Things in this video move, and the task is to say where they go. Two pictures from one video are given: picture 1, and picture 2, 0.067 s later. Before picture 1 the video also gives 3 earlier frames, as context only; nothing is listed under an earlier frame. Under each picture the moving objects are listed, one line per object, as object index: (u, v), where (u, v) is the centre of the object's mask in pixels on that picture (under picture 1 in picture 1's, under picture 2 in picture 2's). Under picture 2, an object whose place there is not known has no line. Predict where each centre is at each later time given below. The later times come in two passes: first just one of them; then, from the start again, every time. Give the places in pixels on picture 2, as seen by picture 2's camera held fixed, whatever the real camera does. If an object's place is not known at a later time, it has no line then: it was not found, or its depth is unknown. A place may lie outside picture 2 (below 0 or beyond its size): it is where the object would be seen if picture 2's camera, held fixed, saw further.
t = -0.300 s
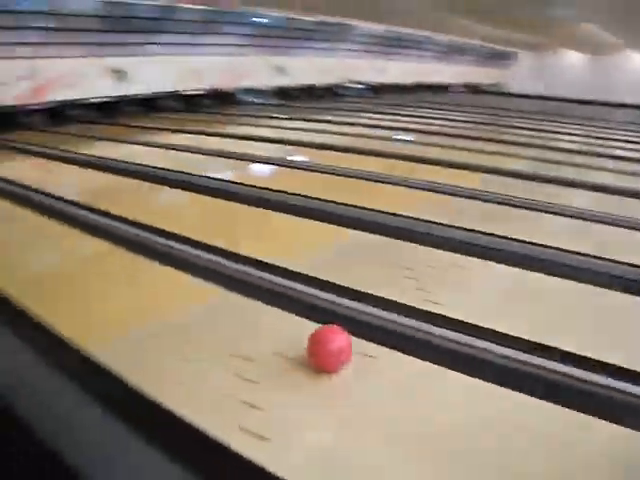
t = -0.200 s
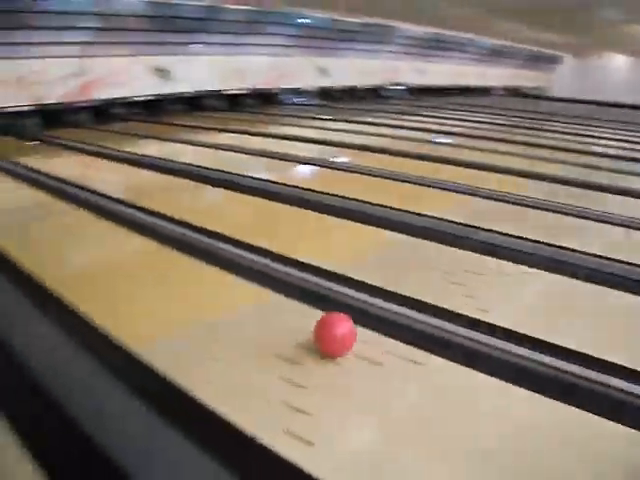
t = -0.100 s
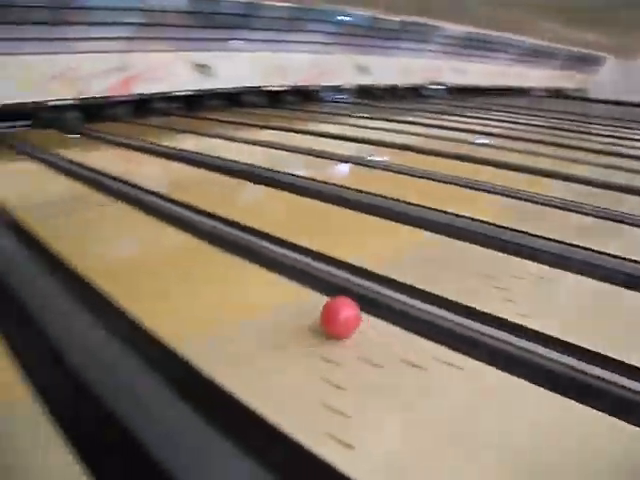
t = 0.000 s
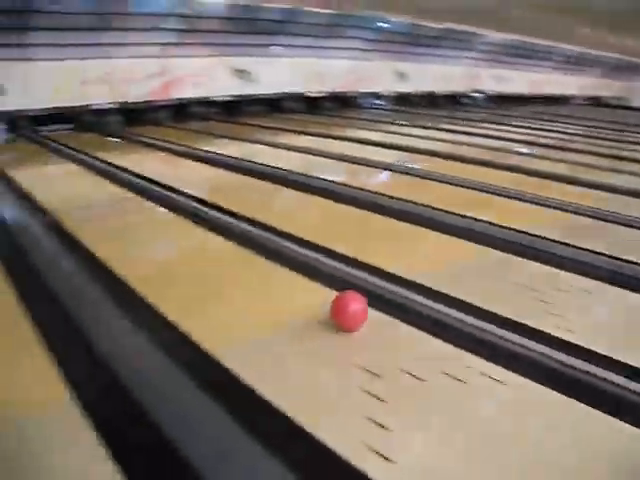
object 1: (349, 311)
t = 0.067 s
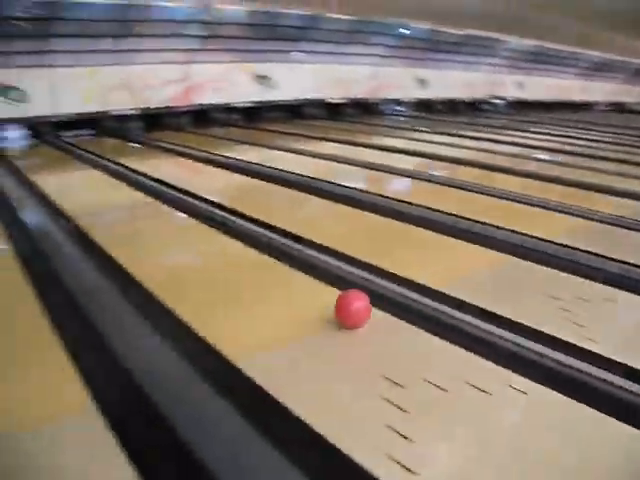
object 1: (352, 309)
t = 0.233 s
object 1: (314, 288)
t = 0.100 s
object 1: (344, 304)
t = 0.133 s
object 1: (337, 300)
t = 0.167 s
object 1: (330, 296)
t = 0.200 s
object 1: (322, 291)
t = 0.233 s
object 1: (314, 288)
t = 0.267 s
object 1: (308, 284)
